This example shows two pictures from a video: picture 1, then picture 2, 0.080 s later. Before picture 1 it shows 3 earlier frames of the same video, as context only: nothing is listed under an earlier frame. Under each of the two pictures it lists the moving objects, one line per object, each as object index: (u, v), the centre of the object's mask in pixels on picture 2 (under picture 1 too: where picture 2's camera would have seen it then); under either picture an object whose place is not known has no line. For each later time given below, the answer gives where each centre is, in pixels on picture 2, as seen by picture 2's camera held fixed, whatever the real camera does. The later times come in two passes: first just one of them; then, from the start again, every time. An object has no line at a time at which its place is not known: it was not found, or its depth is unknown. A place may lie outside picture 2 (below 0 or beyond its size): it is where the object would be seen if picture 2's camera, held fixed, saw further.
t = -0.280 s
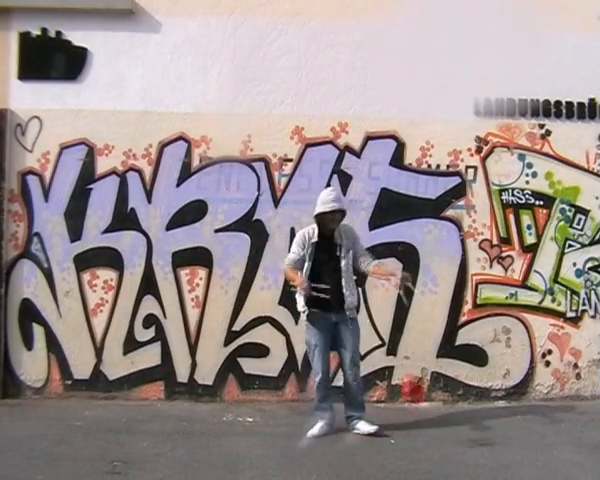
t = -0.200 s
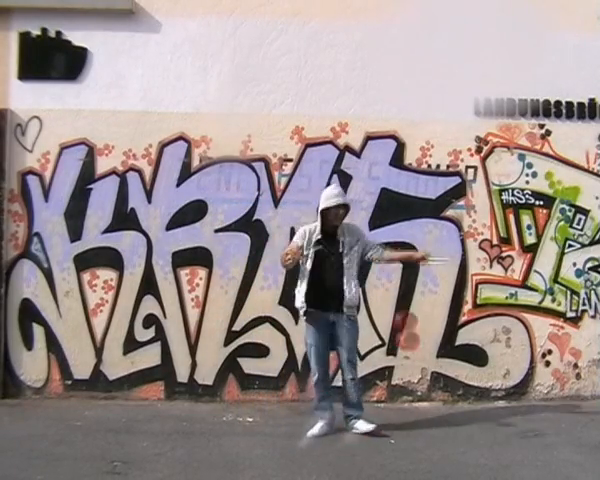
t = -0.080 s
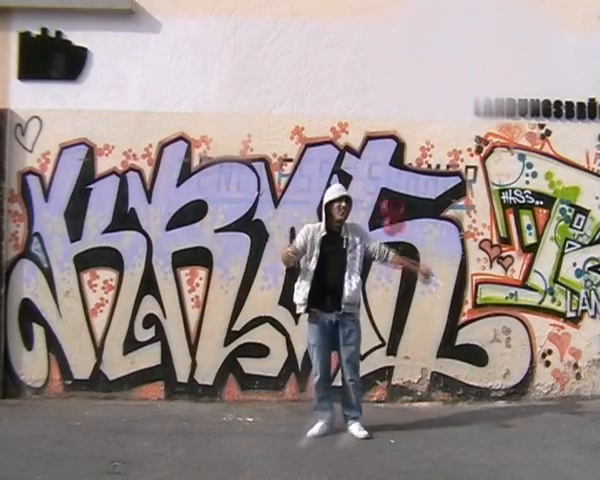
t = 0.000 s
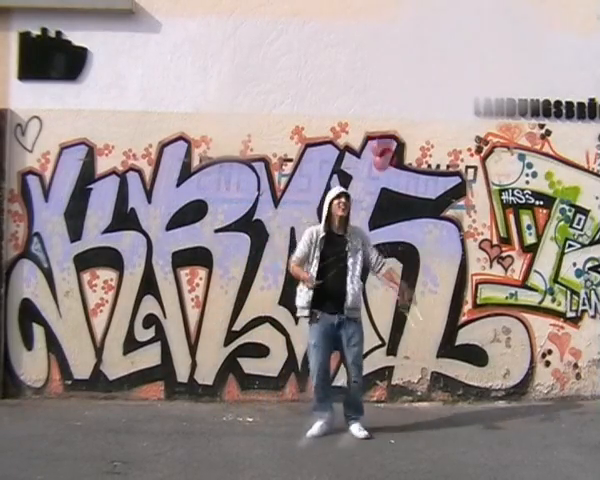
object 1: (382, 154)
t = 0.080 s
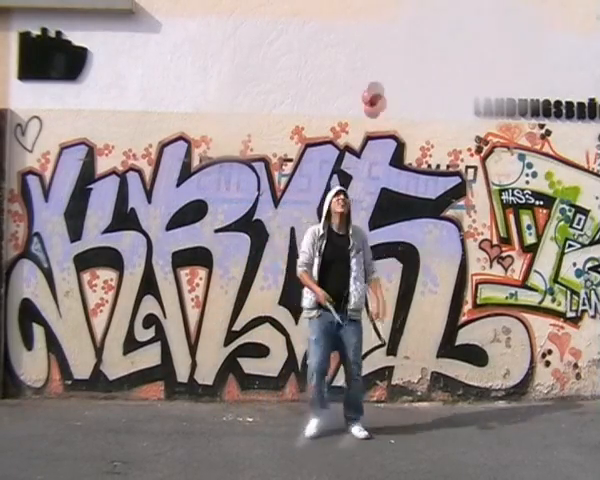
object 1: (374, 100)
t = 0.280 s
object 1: (350, 15)
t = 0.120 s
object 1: (369, 78)
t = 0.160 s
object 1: (364, 58)
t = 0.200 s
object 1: (359, 41)
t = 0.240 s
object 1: (355, 27)
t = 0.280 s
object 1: (350, 15)
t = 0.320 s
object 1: (344, 9)
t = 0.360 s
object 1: (338, 5)
